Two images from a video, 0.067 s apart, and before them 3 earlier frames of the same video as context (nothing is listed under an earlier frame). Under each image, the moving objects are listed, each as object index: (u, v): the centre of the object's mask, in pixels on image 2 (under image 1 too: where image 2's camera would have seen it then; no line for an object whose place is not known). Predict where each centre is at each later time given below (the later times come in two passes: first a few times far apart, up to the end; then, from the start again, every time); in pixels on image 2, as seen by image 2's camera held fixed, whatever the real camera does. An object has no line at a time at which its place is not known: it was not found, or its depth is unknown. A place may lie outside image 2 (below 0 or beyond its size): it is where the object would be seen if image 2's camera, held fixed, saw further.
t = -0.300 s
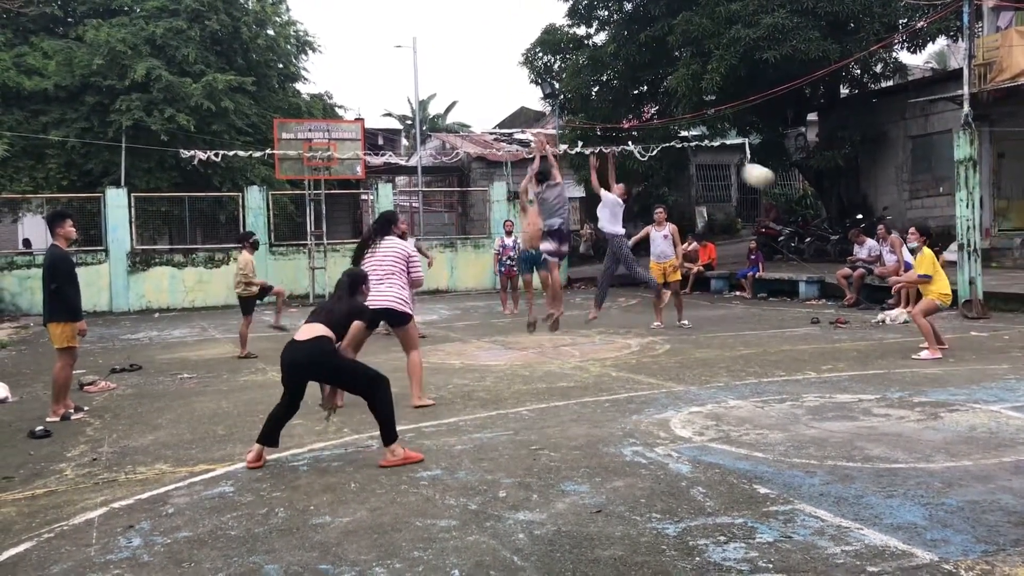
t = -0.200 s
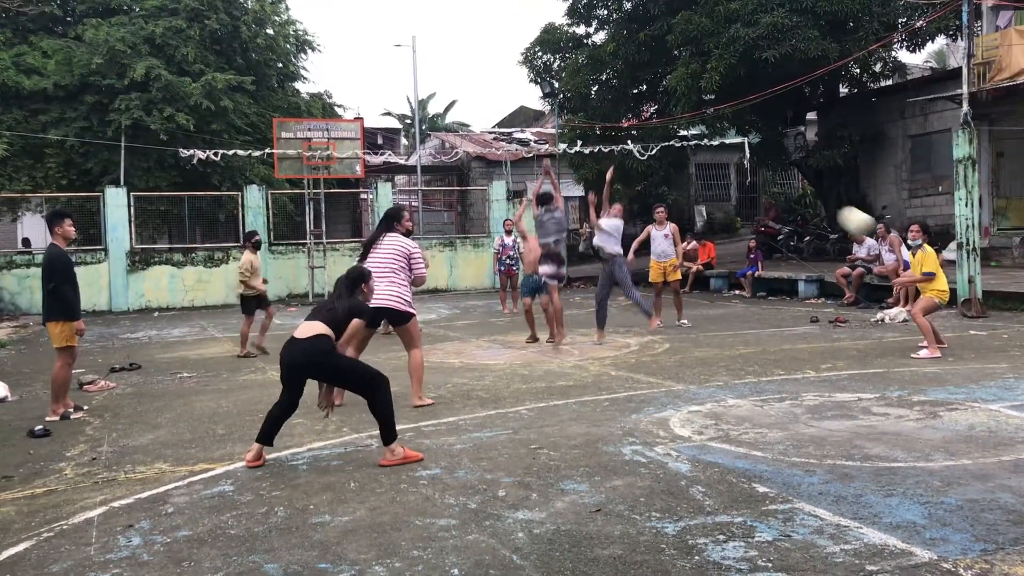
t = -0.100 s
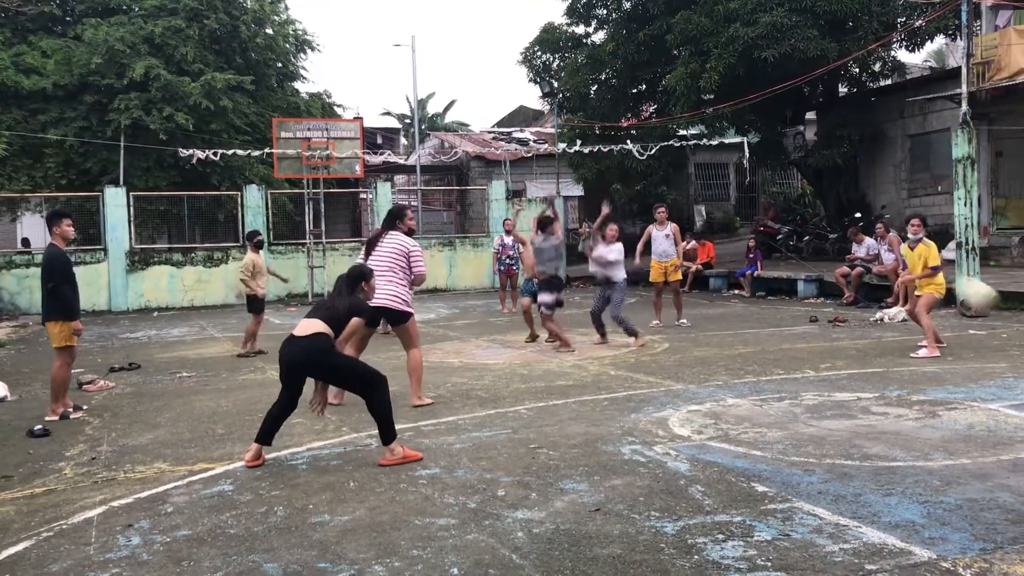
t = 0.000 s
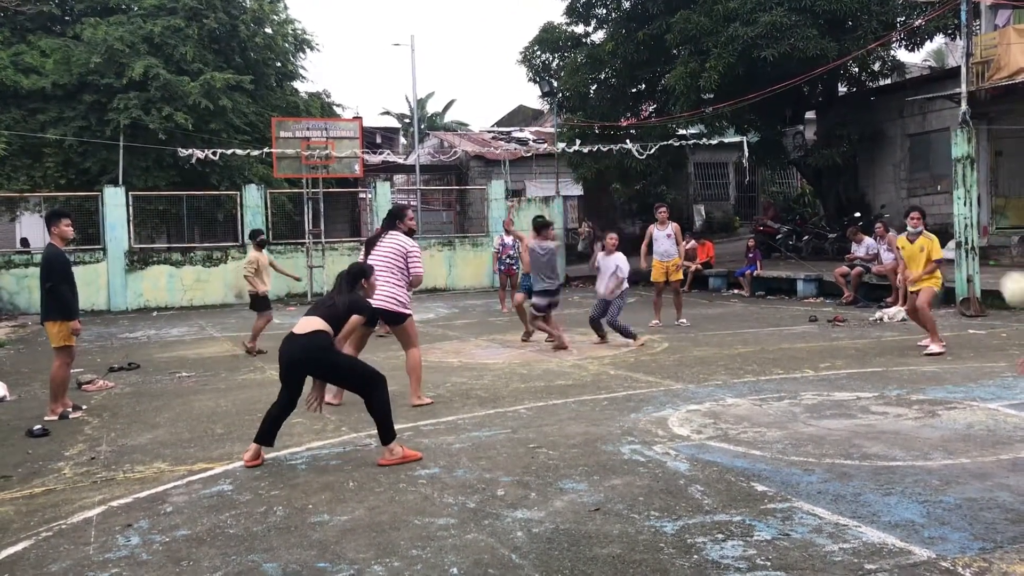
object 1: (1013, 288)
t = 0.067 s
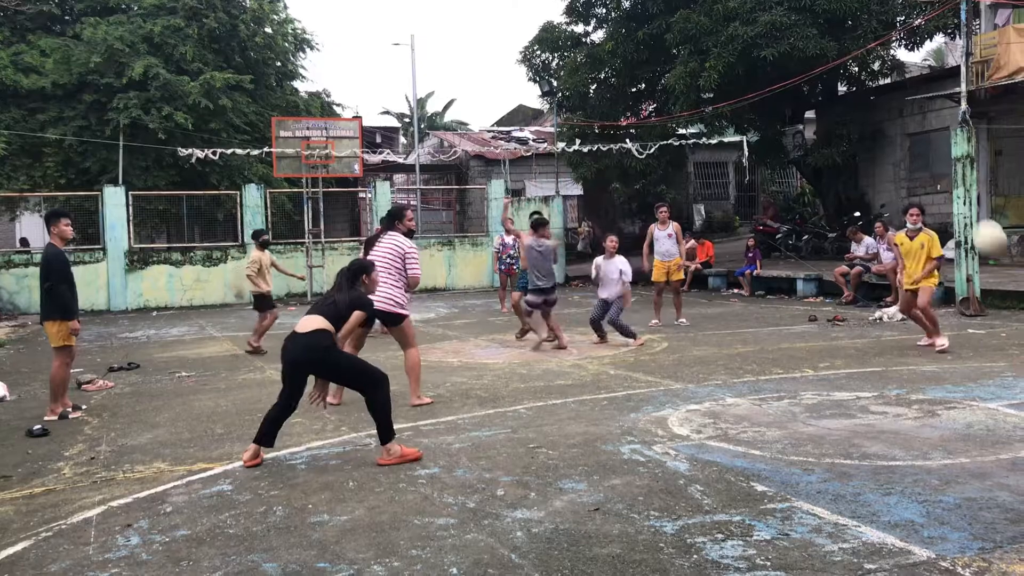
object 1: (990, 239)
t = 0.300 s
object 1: (899, 109)
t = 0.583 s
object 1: (802, 54)
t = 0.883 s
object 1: (711, 104)
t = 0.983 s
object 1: (682, 145)
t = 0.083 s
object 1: (983, 224)
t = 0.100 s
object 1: (977, 214)
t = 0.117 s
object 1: (970, 203)
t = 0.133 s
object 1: (962, 191)
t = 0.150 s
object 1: (955, 181)
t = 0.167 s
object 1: (949, 173)
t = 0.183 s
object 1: (942, 163)
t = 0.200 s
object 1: (937, 155)
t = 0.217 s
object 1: (931, 147)
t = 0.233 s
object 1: (924, 138)
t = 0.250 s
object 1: (918, 130)
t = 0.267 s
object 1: (911, 123)
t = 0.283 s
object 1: (905, 116)
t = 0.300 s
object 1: (899, 109)
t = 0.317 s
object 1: (893, 103)
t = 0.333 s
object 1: (887, 97)
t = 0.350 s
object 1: (881, 92)
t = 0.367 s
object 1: (876, 87)
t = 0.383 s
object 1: (870, 82)
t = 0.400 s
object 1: (864, 78)
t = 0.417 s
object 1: (858, 73)
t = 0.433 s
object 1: (853, 70)
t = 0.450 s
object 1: (847, 67)
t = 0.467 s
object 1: (841, 64)
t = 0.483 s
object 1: (835, 61)
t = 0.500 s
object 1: (830, 59)
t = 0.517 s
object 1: (824, 57)
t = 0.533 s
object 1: (818, 56)
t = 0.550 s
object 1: (813, 55)
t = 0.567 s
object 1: (808, 54)
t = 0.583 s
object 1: (802, 54)
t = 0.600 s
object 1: (797, 54)
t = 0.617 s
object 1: (792, 54)
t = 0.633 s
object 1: (786, 55)
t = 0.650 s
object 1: (781, 56)
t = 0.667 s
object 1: (776, 57)
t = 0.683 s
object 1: (771, 59)
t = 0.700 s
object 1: (765, 61)
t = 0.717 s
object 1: (760, 63)
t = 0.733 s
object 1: (755, 66)
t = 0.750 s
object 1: (750, 69)
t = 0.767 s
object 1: (745, 72)
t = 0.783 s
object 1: (740, 76)
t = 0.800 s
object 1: (735, 80)
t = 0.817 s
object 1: (730, 84)
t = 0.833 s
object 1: (725, 89)
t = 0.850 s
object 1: (720, 94)
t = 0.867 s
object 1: (715, 99)
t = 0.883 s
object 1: (711, 104)
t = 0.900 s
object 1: (706, 110)
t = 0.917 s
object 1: (701, 116)
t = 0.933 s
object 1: (697, 122)
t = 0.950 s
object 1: (692, 129)
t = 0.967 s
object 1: (687, 136)
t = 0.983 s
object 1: (682, 145)
